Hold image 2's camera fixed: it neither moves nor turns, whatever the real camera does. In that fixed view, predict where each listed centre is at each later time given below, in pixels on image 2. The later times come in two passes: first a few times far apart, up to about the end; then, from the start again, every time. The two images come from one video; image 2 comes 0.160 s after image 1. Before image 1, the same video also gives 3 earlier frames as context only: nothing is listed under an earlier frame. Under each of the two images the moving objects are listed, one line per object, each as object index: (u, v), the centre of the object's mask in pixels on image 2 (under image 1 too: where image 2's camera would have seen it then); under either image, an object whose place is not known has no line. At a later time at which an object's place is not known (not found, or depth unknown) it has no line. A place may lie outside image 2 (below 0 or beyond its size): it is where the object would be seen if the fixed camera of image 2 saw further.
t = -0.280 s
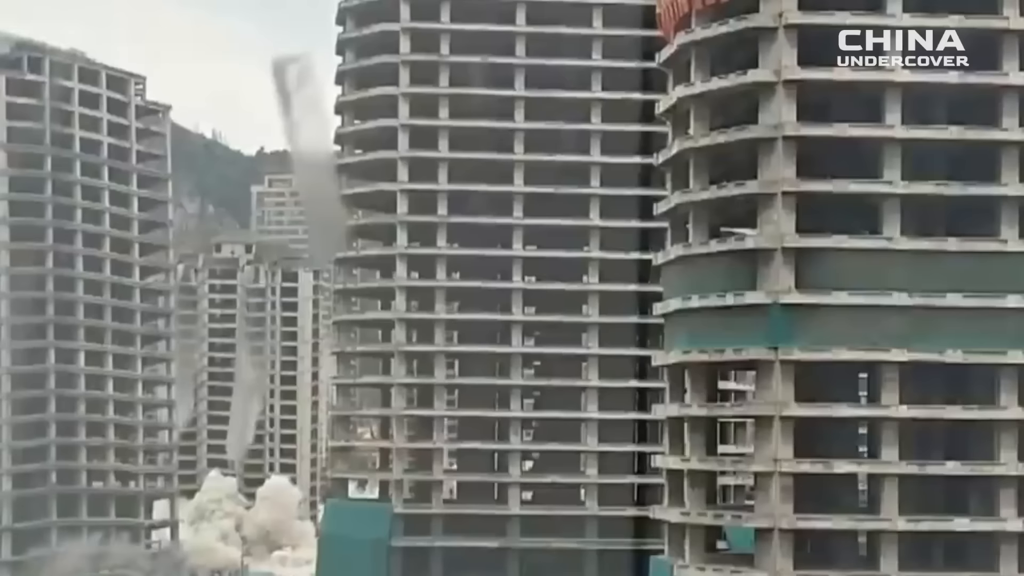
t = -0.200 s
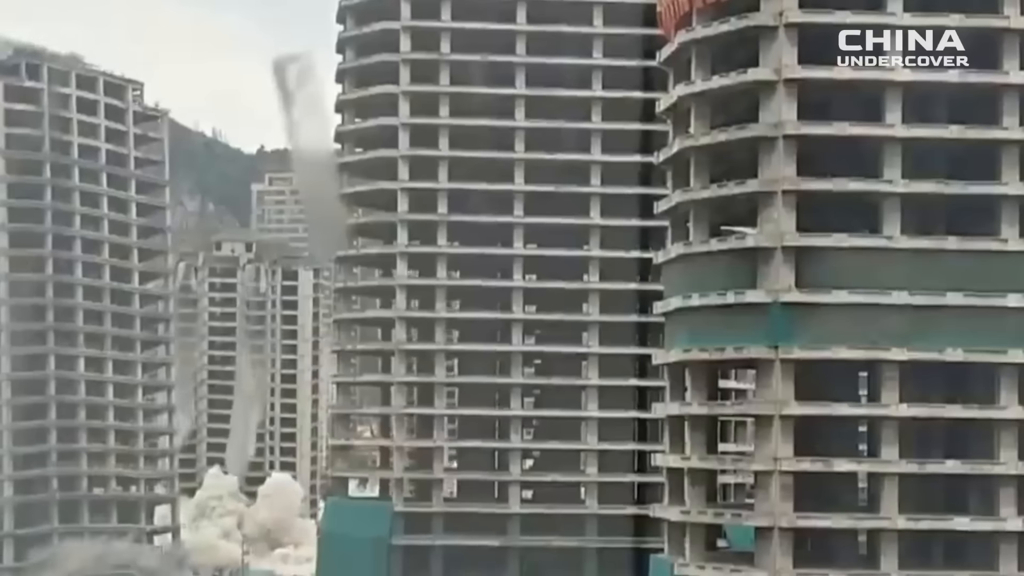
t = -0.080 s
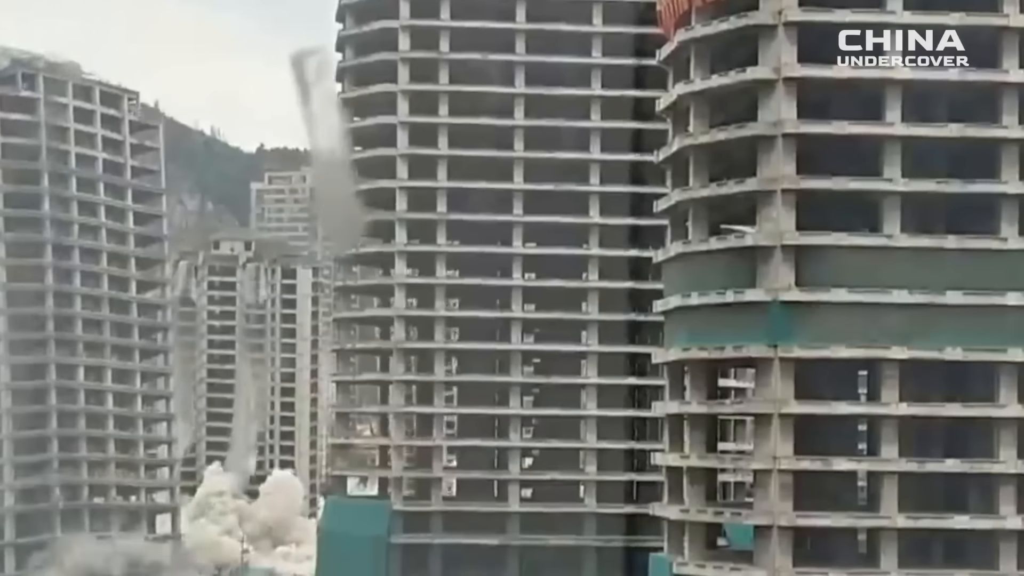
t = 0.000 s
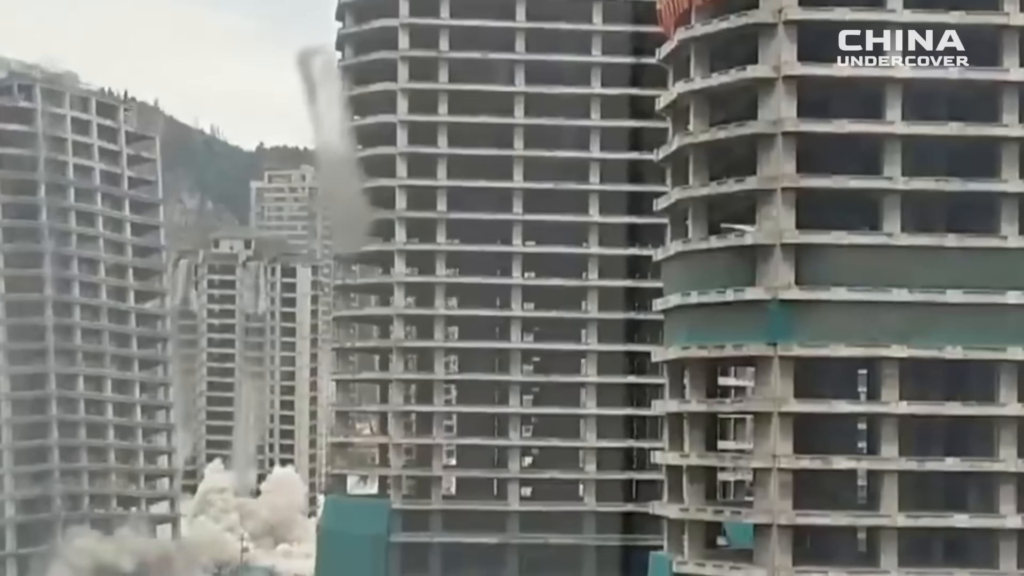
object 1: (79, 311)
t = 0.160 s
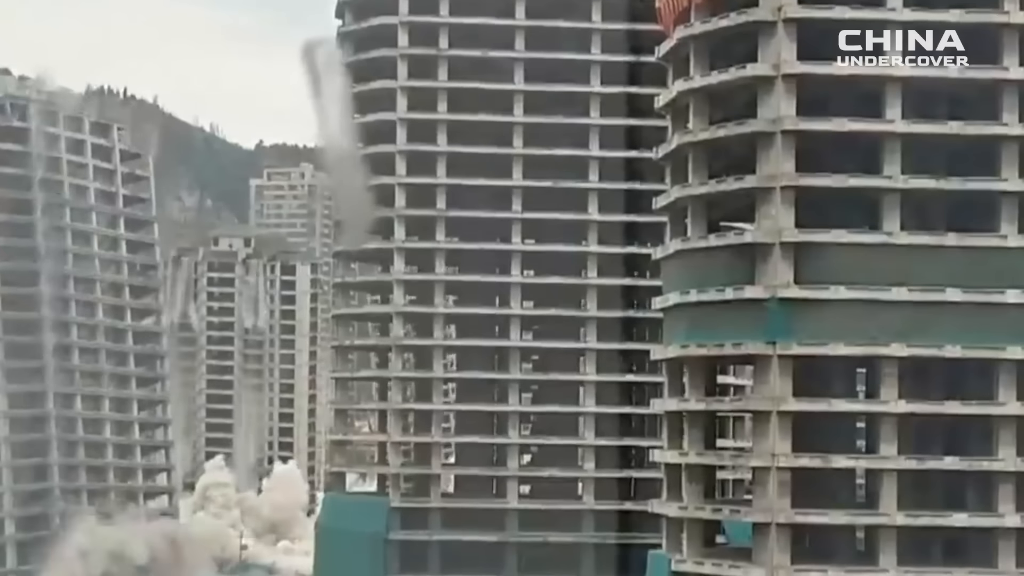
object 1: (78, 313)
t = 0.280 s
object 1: (75, 329)
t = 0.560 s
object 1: (70, 354)
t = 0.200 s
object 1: (77, 314)
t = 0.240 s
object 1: (75, 326)
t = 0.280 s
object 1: (75, 329)
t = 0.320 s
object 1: (74, 330)
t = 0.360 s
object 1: (74, 335)
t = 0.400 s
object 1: (73, 339)
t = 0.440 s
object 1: (71, 344)
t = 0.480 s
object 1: (71, 348)
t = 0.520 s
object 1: (70, 351)
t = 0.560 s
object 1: (70, 354)
